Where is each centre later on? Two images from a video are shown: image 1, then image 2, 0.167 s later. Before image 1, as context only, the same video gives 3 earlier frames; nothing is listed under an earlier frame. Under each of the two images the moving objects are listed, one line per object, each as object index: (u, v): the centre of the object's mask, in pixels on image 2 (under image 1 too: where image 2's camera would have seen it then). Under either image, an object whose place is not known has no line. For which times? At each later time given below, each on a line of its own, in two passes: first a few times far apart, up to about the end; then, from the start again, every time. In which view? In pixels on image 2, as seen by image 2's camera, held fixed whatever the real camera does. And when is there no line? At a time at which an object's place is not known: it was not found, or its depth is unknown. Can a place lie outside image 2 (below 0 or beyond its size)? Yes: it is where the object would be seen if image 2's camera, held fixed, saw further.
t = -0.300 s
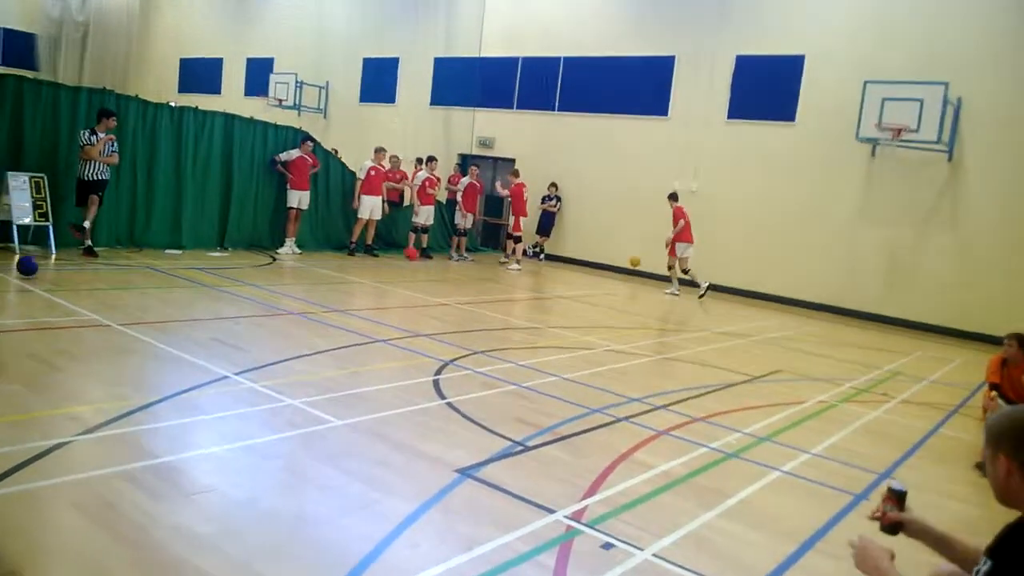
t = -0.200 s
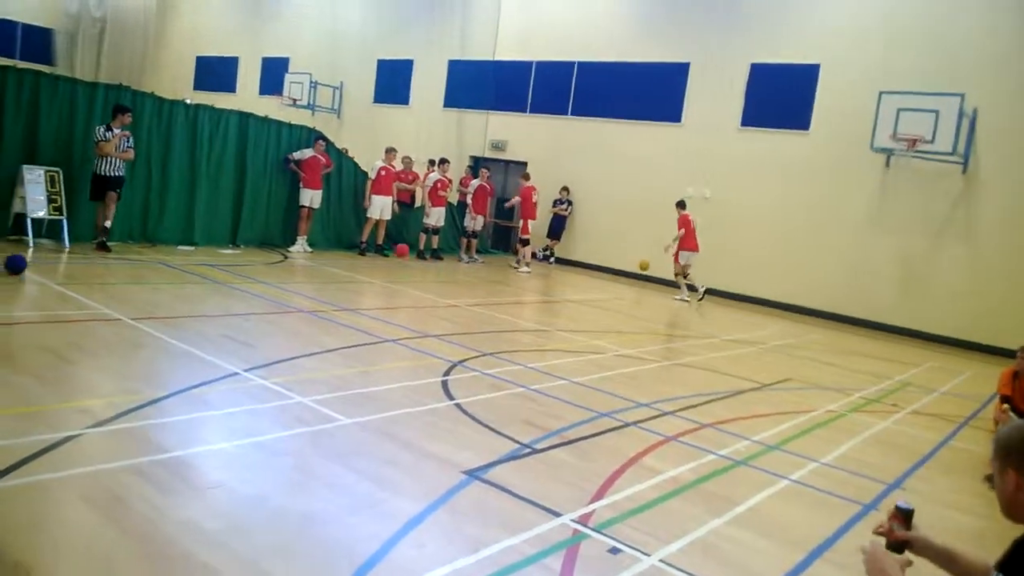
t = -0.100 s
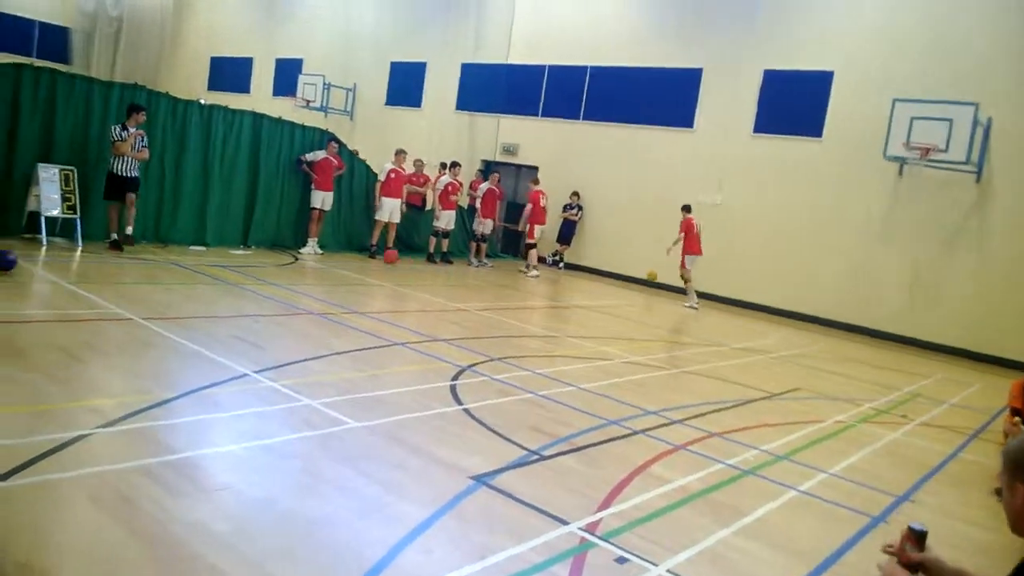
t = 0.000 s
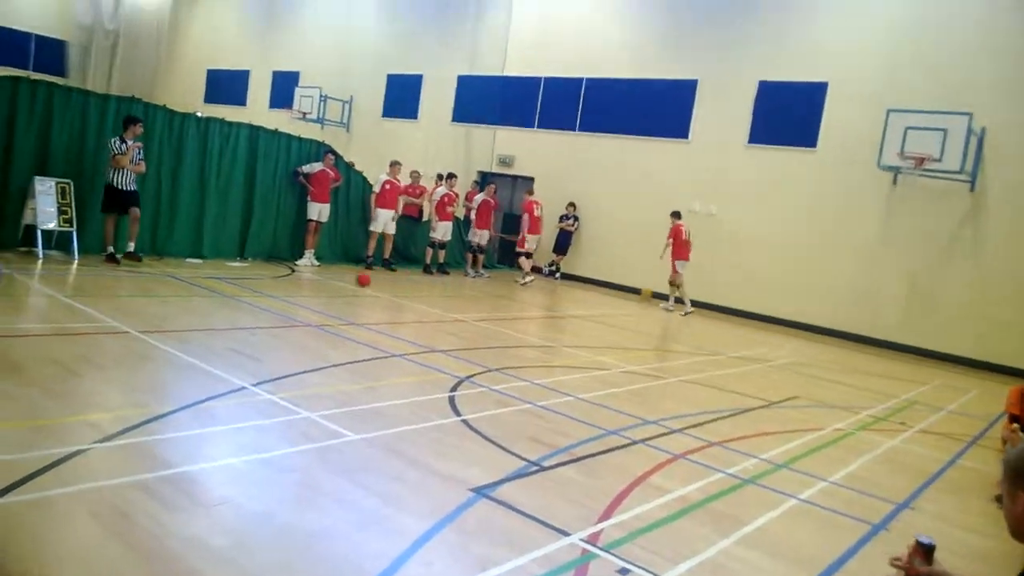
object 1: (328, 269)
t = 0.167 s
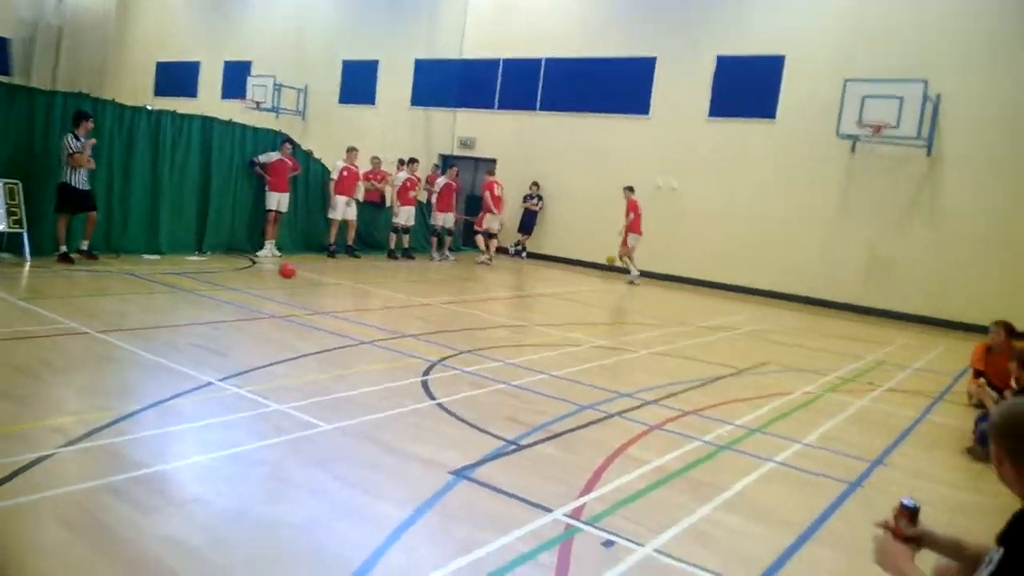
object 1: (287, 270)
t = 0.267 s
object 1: (263, 266)
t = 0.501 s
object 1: (194, 293)
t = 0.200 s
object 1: (279, 268)
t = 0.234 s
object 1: (272, 267)
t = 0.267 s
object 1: (263, 266)
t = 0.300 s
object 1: (253, 267)
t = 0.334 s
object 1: (245, 268)
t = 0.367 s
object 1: (235, 271)
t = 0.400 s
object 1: (225, 275)
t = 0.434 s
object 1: (215, 280)
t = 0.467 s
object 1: (204, 285)
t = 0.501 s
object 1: (194, 293)
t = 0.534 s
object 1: (186, 290)
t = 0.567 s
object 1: (176, 286)
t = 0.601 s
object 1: (165, 282)
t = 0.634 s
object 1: (155, 280)
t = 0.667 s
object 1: (145, 280)
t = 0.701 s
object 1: (134, 280)
